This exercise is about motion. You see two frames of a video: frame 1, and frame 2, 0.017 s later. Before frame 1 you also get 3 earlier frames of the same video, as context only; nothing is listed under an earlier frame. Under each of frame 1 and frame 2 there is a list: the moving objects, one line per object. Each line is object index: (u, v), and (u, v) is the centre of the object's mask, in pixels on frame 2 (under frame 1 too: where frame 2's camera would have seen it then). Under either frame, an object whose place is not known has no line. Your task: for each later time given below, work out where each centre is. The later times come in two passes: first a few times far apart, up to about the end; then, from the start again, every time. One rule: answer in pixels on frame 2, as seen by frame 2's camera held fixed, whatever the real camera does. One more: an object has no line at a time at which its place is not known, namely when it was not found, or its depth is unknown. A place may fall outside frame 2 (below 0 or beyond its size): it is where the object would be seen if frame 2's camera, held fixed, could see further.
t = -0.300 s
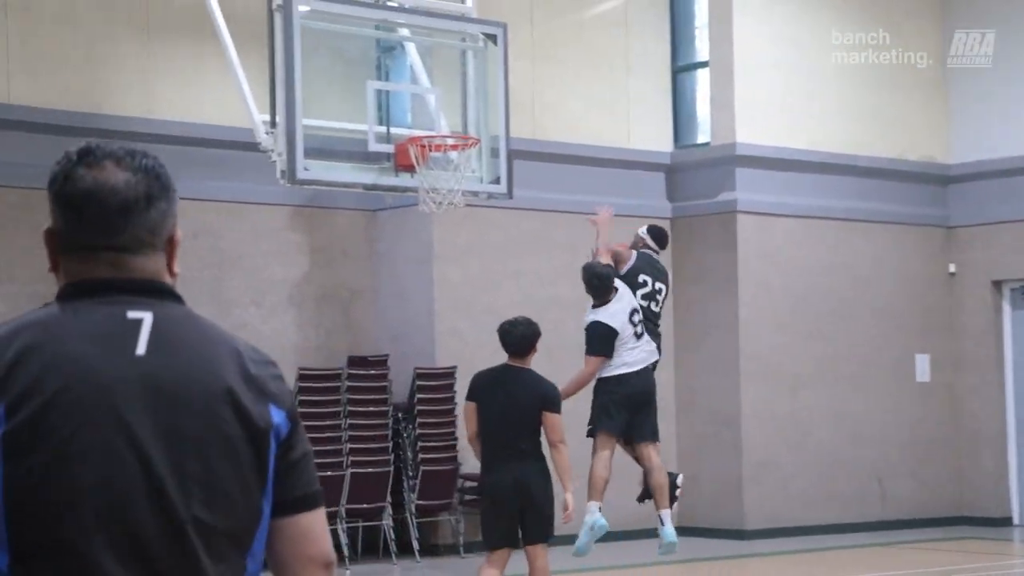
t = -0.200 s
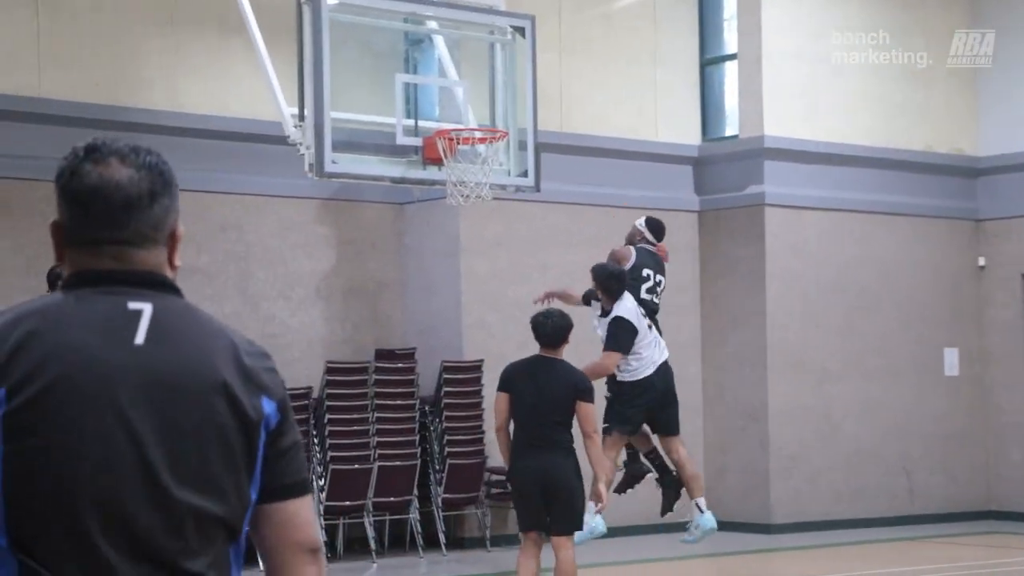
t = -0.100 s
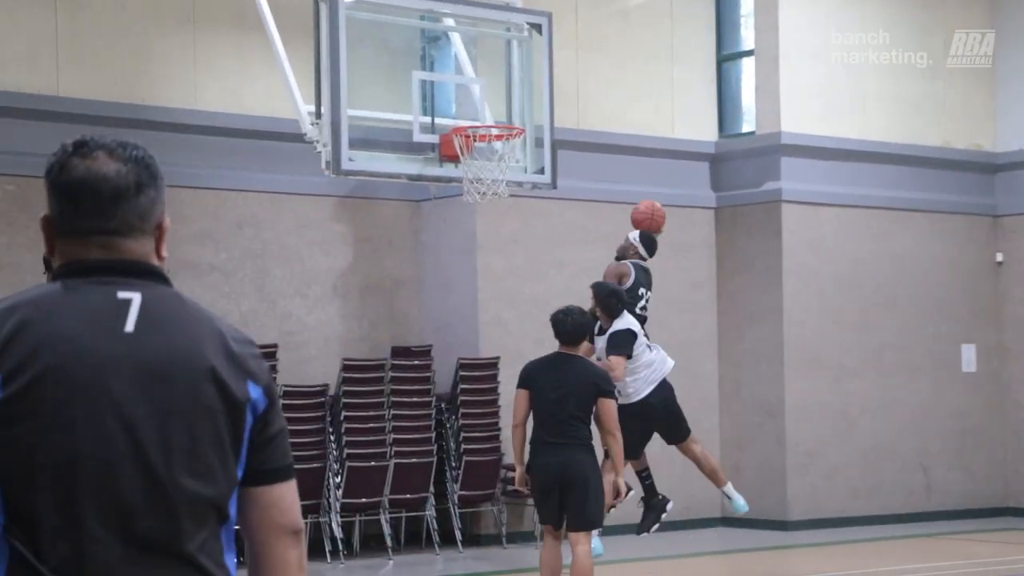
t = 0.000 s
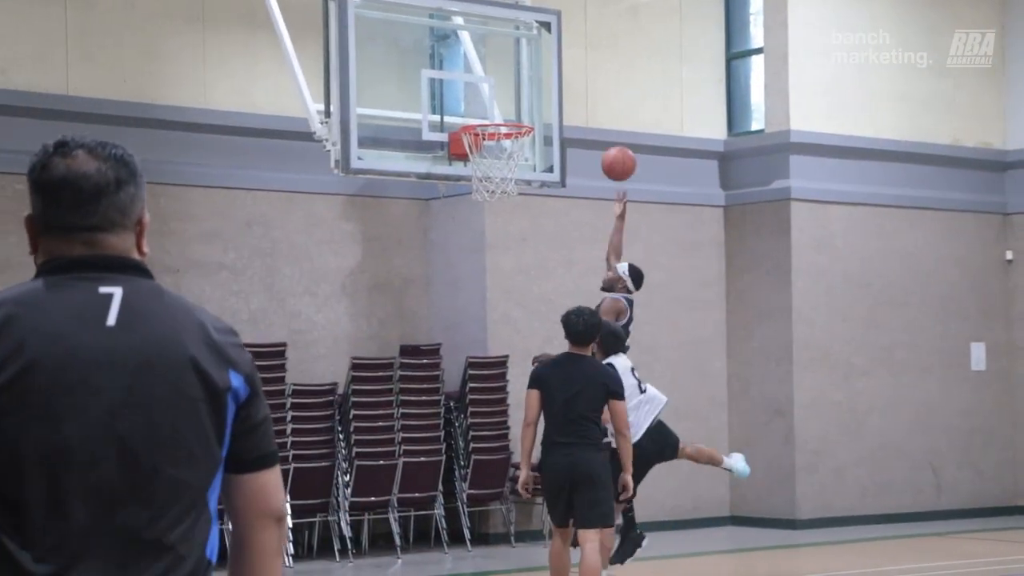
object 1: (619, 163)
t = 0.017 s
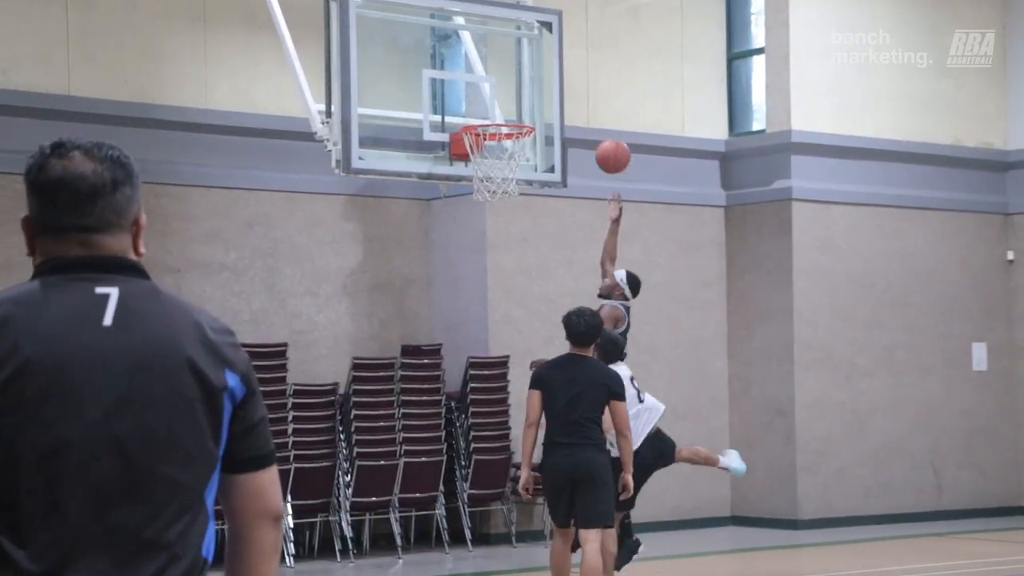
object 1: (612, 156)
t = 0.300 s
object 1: (524, 80)
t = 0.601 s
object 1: (496, 114)
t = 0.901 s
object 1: (493, 119)
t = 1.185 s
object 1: (500, 178)
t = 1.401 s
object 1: (478, 292)
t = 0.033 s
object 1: (605, 148)
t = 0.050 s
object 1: (598, 142)
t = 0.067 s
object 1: (591, 135)
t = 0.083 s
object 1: (585, 129)
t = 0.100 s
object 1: (578, 123)
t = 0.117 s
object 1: (570, 117)
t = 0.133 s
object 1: (564, 112)
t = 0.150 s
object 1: (556, 107)
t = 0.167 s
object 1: (550, 102)
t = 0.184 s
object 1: (542, 98)
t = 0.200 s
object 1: (536, 95)
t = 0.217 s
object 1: (533, 91)
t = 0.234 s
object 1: (531, 88)
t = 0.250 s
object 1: (529, 85)
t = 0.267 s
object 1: (528, 83)
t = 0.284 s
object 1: (526, 82)
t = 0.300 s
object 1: (524, 80)
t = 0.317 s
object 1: (522, 80)
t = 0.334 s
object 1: (521, 79)
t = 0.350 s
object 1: (519, 79)
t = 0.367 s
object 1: (516, 80)
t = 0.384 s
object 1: (514, 80)
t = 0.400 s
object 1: (512, 82)
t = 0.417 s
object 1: (510, 84)
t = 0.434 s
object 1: (509, 86)
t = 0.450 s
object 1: (507, 88)
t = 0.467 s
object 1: (505, 91)
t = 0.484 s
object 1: (503, 95)
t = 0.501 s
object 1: (501, 99)
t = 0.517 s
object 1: (499, 102)
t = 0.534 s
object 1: (496, 106)
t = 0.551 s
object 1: (494, 109)
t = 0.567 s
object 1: (493, 113)
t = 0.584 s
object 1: (494, 114)
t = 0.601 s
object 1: (496, 114)
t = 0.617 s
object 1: (498, 114)
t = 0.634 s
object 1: (501, 115)
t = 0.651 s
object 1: (503, 116)
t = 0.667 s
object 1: (506, 123)
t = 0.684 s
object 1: (508, 125)
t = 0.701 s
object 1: (507, 124)
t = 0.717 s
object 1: (504, 123)
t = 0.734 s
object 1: (499, 116)
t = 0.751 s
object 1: (495, 116)
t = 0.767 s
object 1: (492, 115)
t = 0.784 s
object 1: (488, 116)
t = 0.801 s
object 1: (485, 116)
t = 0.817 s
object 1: (482, 116)
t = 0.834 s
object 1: (479, 117)
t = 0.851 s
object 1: (482, 116)
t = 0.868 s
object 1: (486, 115)
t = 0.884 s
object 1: (490, 121)
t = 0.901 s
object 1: (493, 119)
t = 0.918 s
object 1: (495, 115)
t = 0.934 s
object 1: (499, 116)
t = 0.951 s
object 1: (501, 125)
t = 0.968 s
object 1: (503, 126)
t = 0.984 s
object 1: (506, 129)
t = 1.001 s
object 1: (511, 131)
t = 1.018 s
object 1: (514, 134)
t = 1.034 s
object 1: (515, 137)
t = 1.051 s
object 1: (514, 142)
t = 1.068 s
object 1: (512, 145)
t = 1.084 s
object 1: (510, 147)
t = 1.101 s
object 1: (508, 151)
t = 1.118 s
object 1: (507, 156)
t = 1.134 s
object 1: (505, 161)
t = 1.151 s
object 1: (503, 165)
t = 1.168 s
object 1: (502, 172)
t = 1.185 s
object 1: (500, 178)
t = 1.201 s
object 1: (499, 186)
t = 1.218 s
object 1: (496, 192)
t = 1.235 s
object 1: (495, 203)
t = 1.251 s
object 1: (493, 206)
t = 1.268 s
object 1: (491, 216)
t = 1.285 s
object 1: (489, 222)
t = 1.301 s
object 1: (488, 231)
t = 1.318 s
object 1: (486, 240)
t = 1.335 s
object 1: (485, 250)
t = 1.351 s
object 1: (483, 260)
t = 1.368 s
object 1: (481, 270)
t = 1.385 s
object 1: (480, 281)
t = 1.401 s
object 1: (478, 292)
